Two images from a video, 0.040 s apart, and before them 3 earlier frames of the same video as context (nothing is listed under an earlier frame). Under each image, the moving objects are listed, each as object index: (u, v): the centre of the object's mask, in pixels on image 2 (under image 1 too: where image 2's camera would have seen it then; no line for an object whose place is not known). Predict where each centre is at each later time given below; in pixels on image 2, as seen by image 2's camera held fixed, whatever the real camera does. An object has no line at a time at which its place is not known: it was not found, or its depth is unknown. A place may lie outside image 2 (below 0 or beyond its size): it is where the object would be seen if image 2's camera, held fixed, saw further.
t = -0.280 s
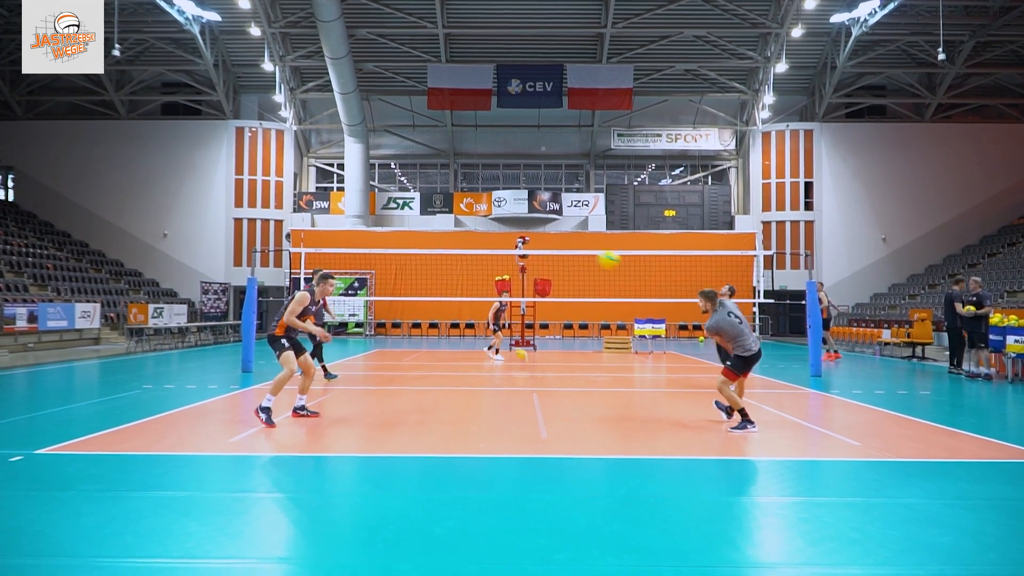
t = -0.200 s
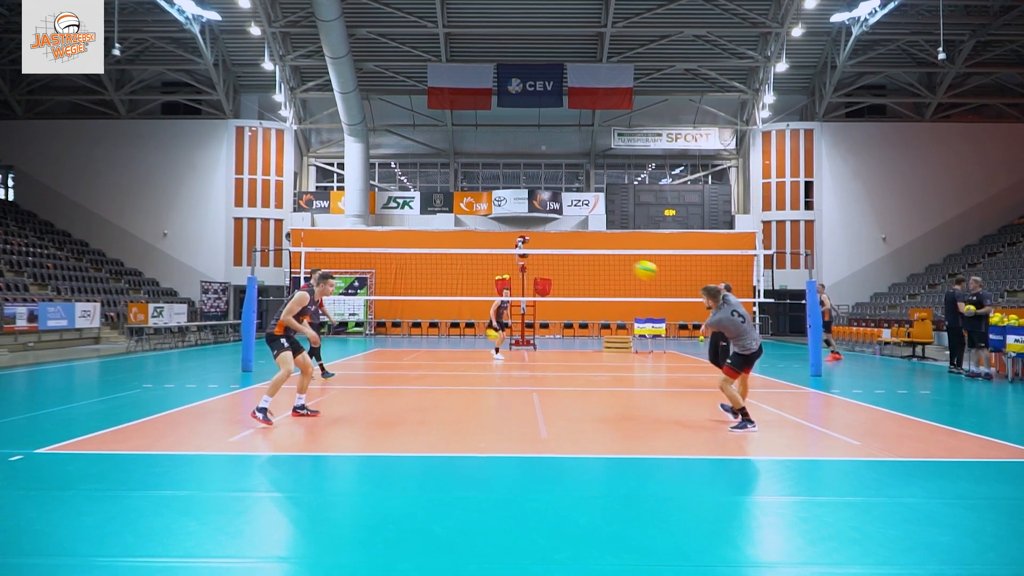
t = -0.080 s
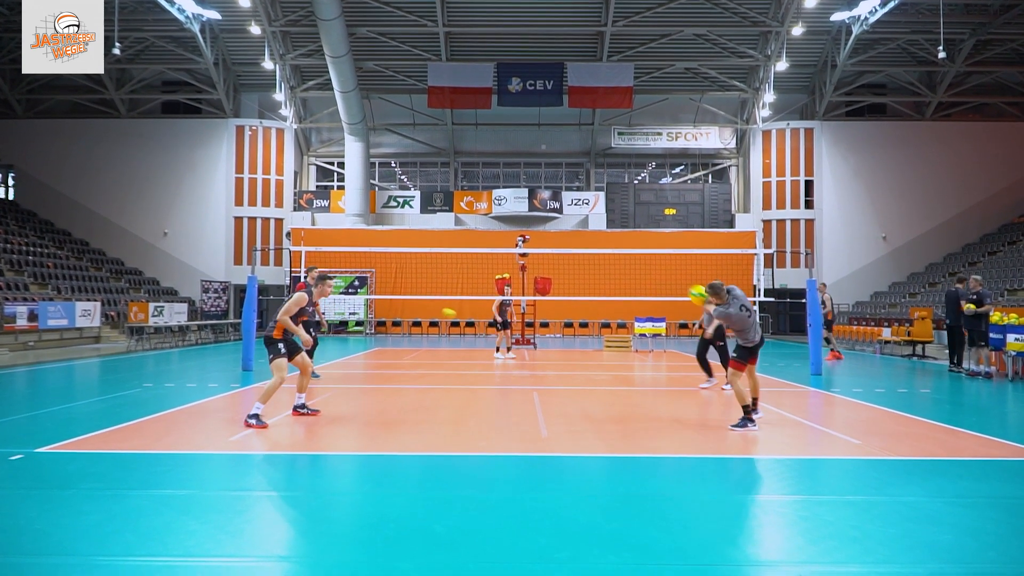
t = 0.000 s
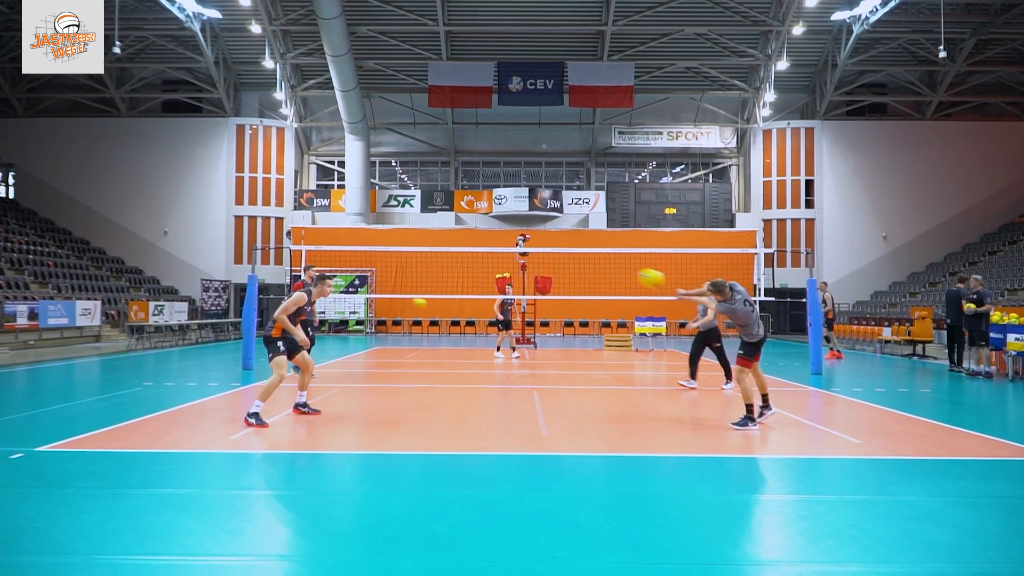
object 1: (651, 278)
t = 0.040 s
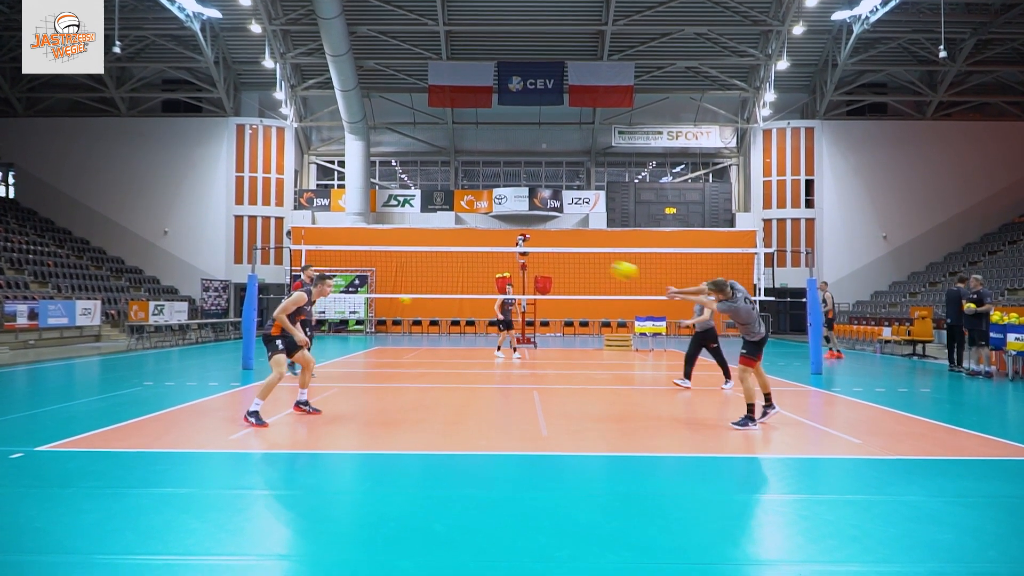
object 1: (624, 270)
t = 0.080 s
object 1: (597, 264)
